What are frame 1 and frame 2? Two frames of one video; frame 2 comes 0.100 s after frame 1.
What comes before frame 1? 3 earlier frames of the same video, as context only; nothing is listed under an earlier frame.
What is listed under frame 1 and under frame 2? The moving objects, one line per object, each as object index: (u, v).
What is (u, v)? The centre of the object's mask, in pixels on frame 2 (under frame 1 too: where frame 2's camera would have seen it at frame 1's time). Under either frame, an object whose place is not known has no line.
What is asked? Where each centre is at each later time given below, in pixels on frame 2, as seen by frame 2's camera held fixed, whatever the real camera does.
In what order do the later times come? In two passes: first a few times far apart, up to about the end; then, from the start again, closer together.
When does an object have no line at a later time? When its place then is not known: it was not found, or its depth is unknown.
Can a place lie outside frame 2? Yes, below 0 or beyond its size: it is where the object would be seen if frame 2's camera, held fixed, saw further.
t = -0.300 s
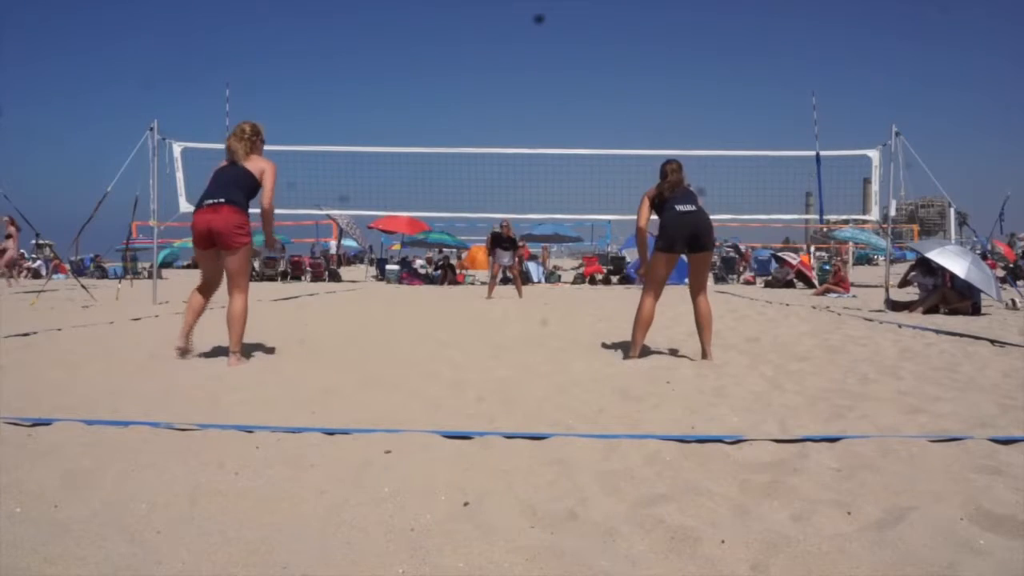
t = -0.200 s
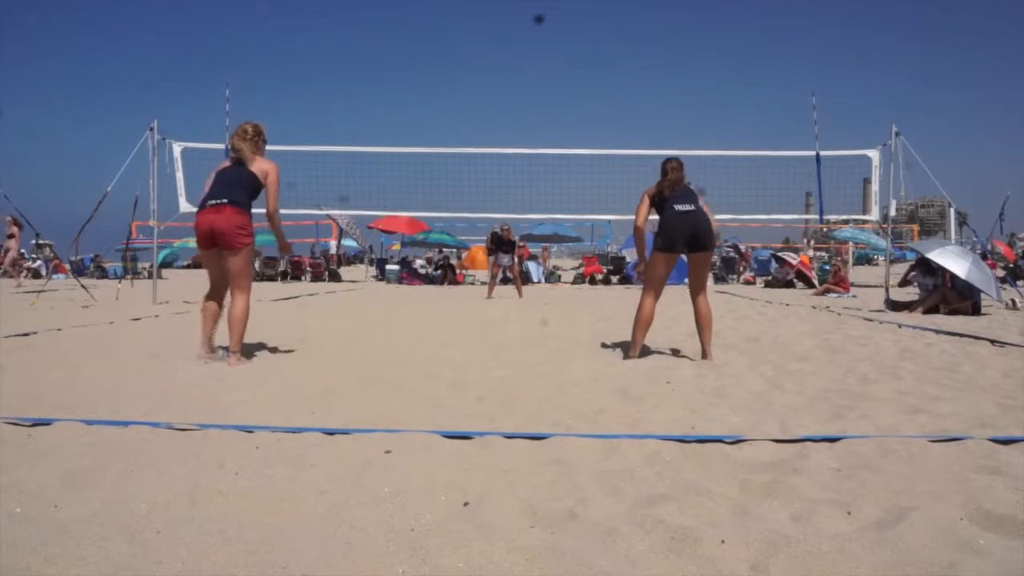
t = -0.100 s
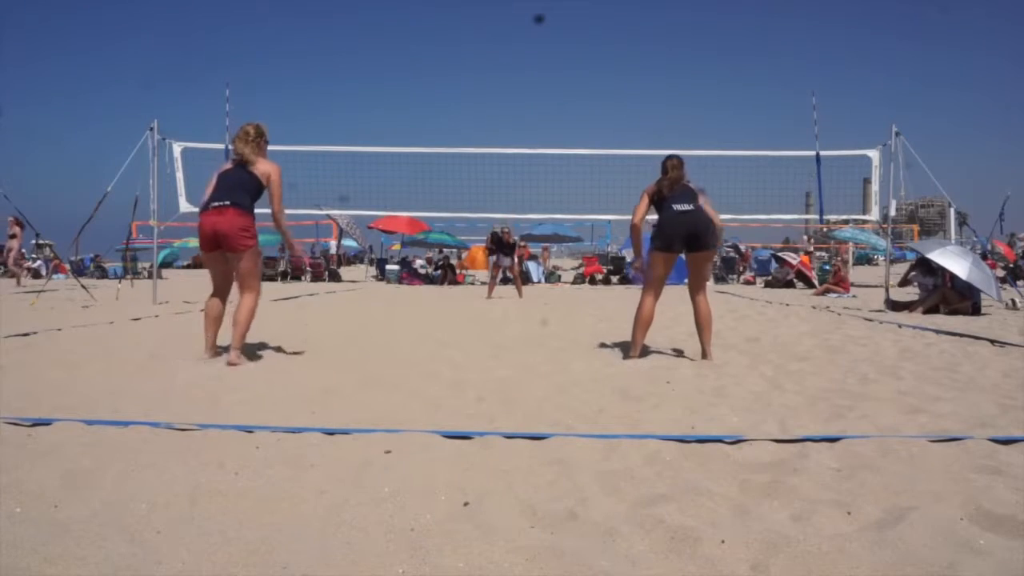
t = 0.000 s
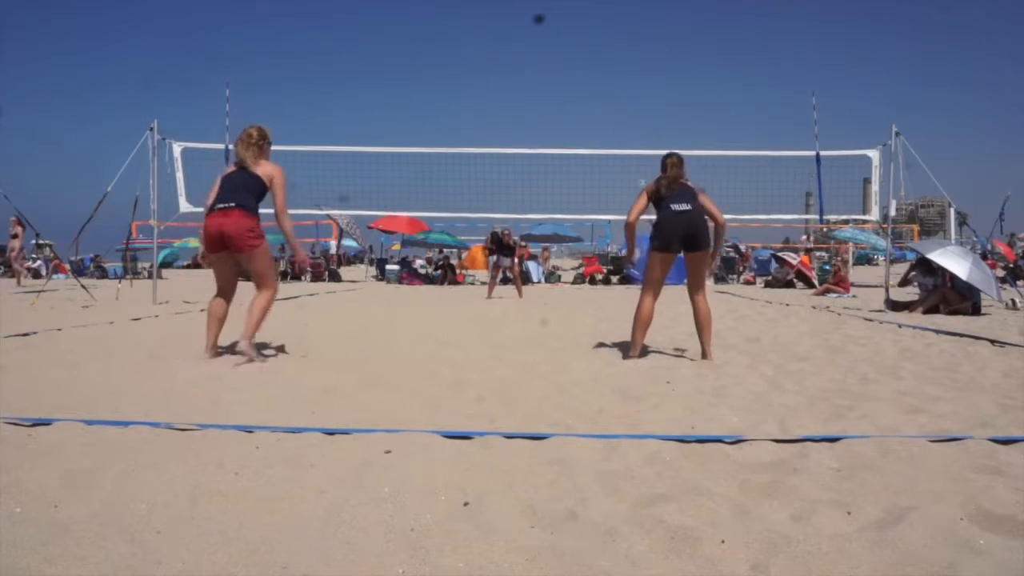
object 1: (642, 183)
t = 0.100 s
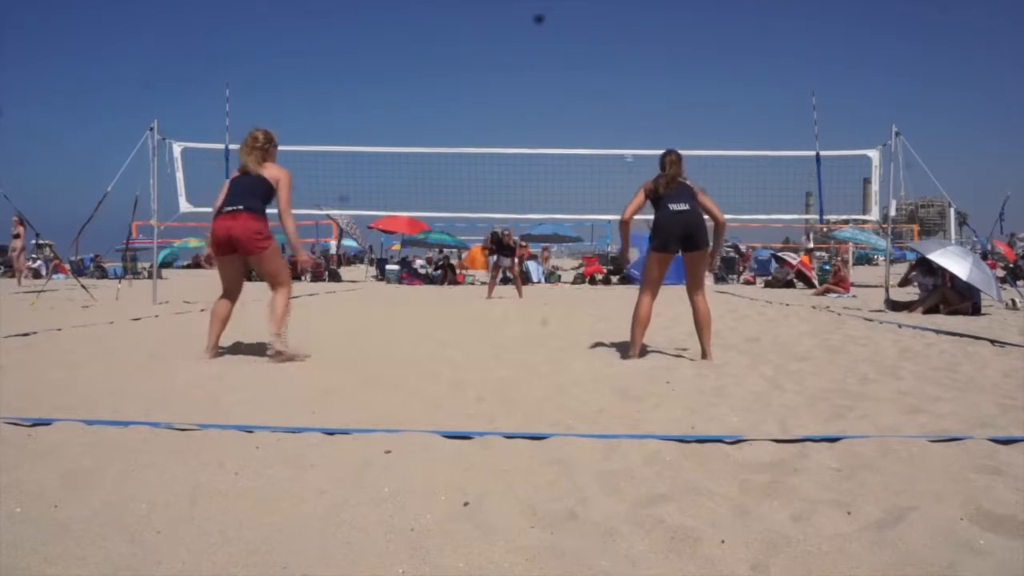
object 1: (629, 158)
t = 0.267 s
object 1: (602, 122)
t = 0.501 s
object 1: (556, 82)
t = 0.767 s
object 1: (473, 58)
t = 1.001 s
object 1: (353, 78)
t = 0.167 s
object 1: (619, 143)
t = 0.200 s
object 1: (614, 137)
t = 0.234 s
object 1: (609, 131)
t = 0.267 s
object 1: (602, 122)
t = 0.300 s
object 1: (596, 116)
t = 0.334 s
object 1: (589, 109)
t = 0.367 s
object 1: (583, 103)
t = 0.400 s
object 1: (576, 96)
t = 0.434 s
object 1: (572, 92)
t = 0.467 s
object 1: (564, 86)
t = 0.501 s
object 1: (556, 82)
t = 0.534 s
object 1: (548, 77)
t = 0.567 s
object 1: (538, 73)
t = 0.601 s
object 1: (529, 70)
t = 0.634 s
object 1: (520, 66)
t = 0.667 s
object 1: (509, 63)
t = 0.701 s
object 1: (497, 60)
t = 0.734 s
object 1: (486, 59)
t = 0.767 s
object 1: (473, 58)
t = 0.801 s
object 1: (459, 58)
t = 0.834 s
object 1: (444, 59)
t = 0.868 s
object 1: (429, 59)
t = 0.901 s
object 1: (412, 62)
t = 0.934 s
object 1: (394, 66)
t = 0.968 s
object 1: (375, 71)
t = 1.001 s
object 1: (353, 78)
